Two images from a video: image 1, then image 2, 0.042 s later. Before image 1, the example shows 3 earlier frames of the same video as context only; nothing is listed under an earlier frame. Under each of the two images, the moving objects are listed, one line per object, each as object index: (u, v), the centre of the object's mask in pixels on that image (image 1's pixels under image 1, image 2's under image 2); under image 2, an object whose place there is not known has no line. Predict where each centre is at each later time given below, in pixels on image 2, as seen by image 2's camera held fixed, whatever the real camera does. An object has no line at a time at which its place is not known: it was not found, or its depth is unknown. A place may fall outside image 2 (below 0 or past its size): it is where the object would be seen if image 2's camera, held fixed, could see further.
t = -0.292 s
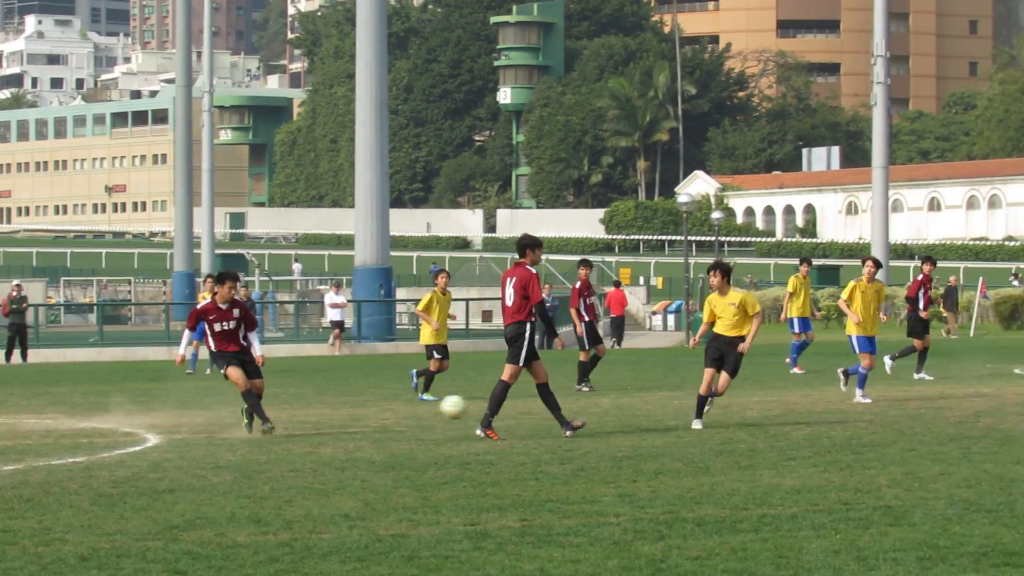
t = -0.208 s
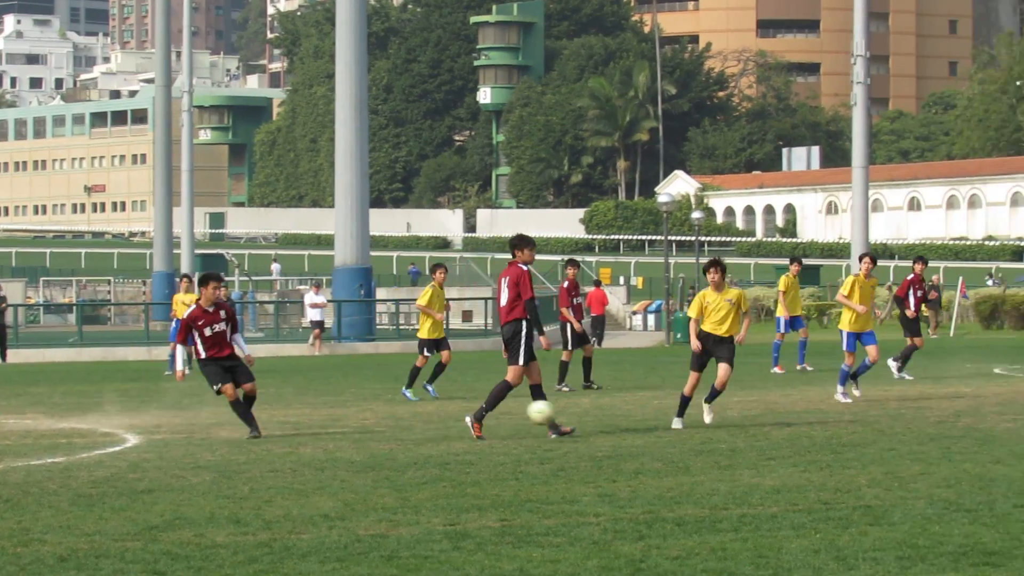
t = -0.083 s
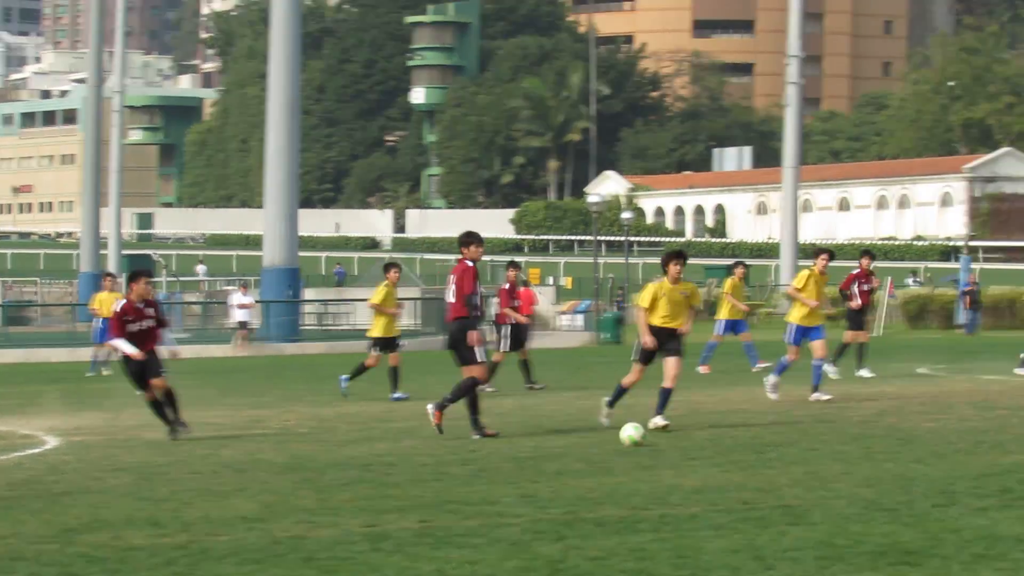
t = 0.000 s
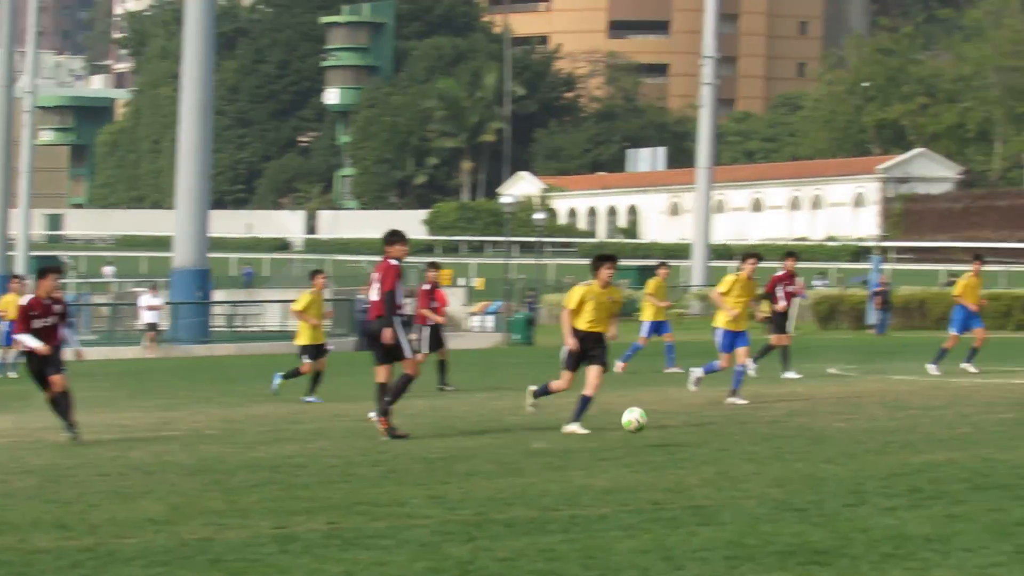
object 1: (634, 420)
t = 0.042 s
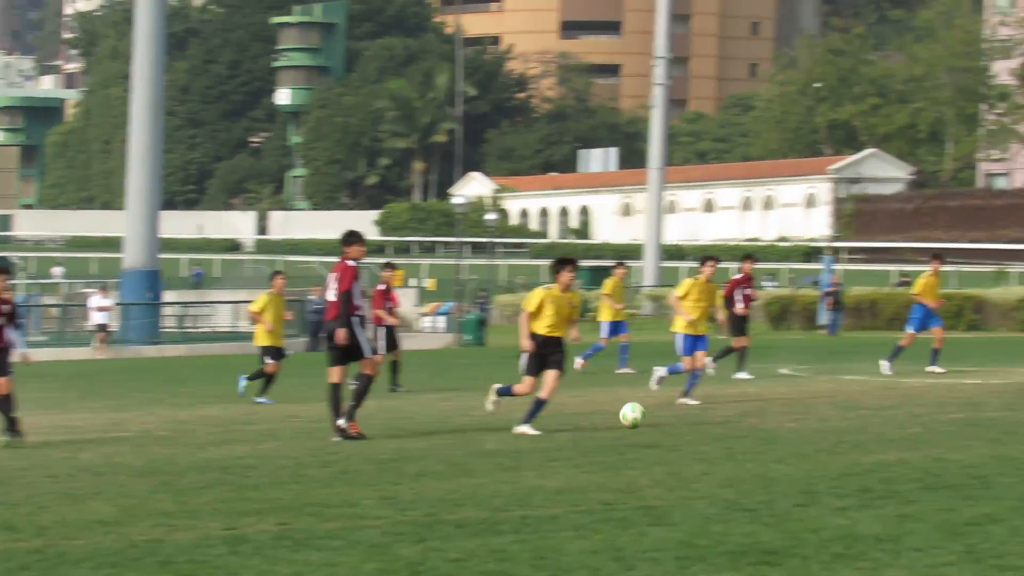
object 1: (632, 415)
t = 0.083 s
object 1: (670, 412)
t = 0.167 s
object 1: (760, 404)
